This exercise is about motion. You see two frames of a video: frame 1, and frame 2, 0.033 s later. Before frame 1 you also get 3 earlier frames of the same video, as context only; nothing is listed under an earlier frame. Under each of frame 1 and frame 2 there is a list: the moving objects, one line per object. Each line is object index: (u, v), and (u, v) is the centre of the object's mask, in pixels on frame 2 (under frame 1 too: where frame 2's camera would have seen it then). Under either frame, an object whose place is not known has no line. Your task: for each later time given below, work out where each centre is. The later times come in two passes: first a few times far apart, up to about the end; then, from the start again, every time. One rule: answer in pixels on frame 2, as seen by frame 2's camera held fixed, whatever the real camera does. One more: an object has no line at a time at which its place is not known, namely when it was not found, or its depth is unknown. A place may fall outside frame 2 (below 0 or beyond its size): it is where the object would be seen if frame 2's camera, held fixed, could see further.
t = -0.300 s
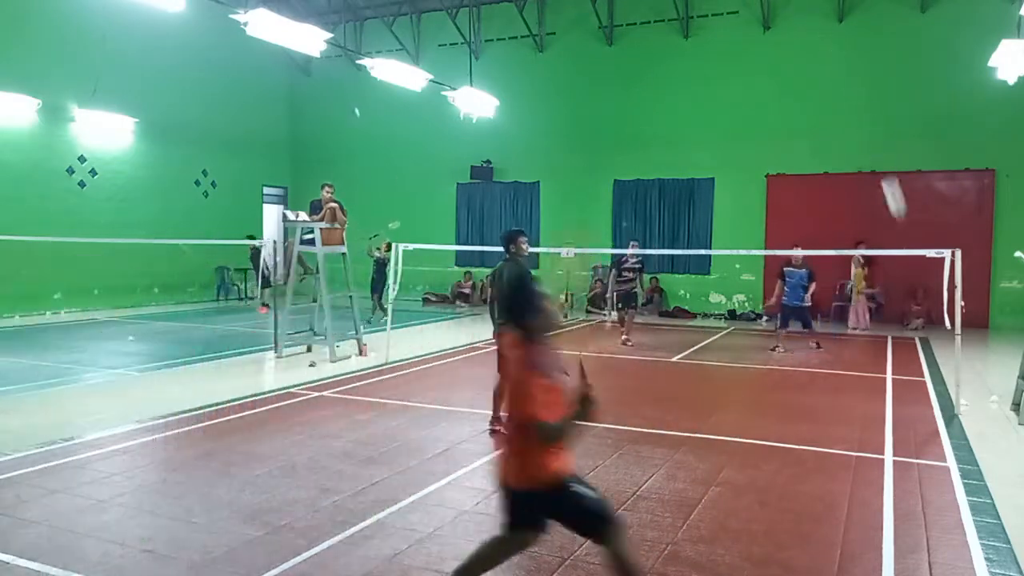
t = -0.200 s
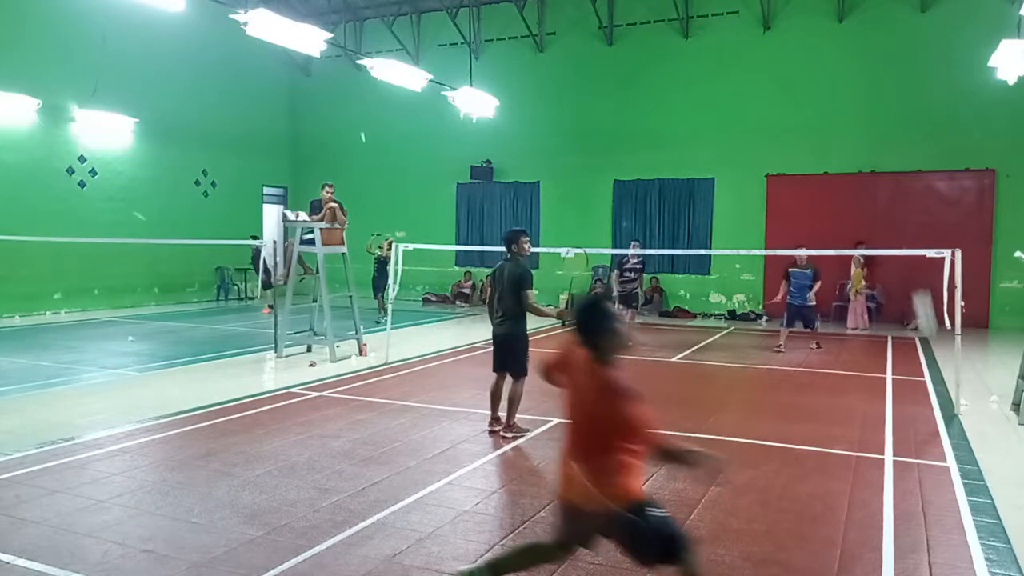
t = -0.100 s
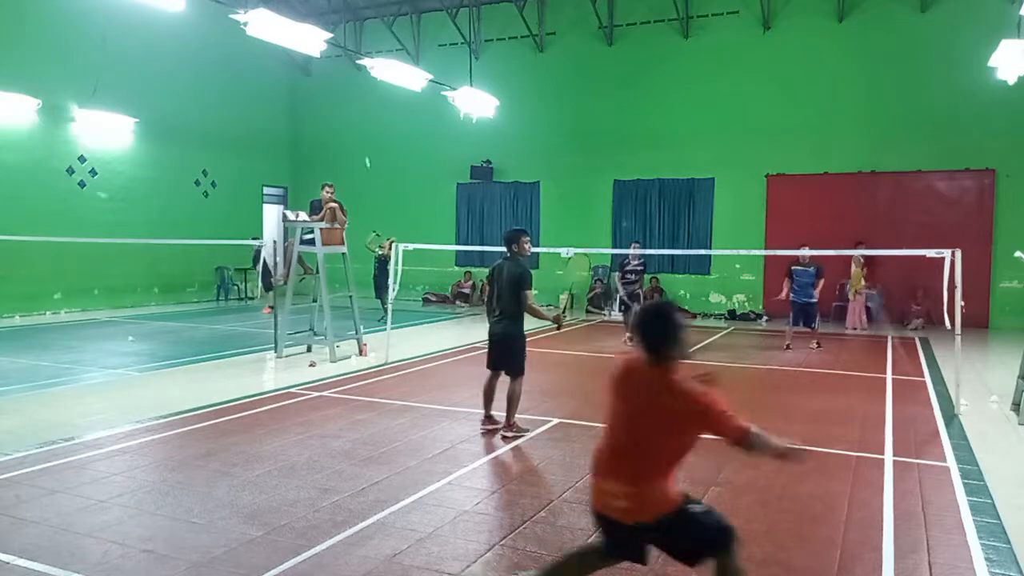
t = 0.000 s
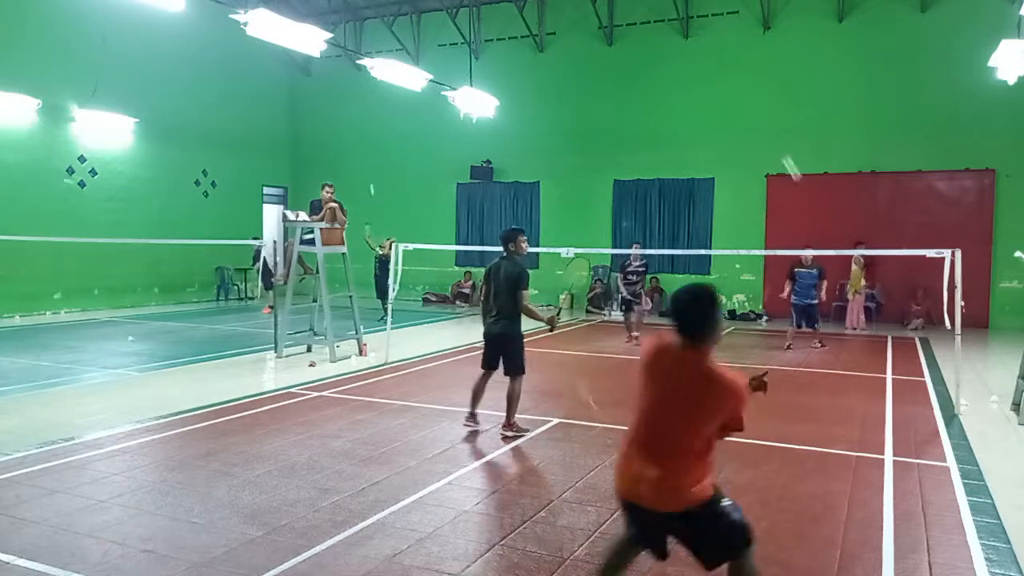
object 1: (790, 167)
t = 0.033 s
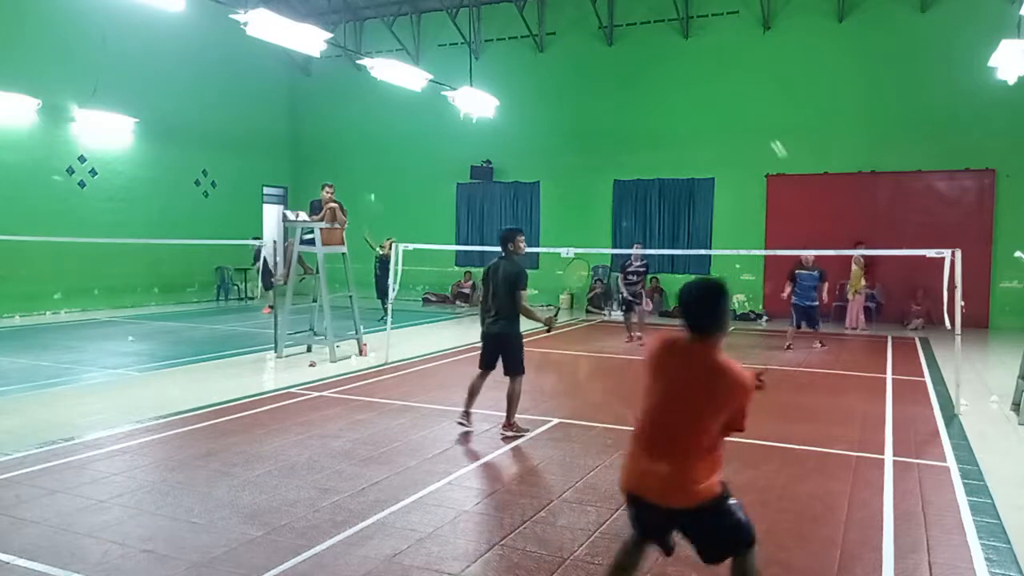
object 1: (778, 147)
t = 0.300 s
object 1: (738, 113)
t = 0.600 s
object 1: (723, 146)
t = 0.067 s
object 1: (768, 135)
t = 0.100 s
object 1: (762, 126)
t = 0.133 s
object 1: (756, 121)
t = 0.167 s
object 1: (751, 116)
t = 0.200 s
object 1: (747, 114)
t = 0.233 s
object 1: (744, 113)
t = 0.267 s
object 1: (741, 113)
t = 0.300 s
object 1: (738, 113)
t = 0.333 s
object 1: (736, 115)
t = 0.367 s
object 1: (733, 117)
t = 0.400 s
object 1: (732, 119)
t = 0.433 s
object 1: (730, 123)
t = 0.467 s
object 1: (728, 127)
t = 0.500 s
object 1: (727, 131)
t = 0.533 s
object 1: (725, 135)
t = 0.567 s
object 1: (724, 140)
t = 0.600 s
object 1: (723, 146)
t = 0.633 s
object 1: (722, 151)
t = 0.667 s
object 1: (721, 158)
